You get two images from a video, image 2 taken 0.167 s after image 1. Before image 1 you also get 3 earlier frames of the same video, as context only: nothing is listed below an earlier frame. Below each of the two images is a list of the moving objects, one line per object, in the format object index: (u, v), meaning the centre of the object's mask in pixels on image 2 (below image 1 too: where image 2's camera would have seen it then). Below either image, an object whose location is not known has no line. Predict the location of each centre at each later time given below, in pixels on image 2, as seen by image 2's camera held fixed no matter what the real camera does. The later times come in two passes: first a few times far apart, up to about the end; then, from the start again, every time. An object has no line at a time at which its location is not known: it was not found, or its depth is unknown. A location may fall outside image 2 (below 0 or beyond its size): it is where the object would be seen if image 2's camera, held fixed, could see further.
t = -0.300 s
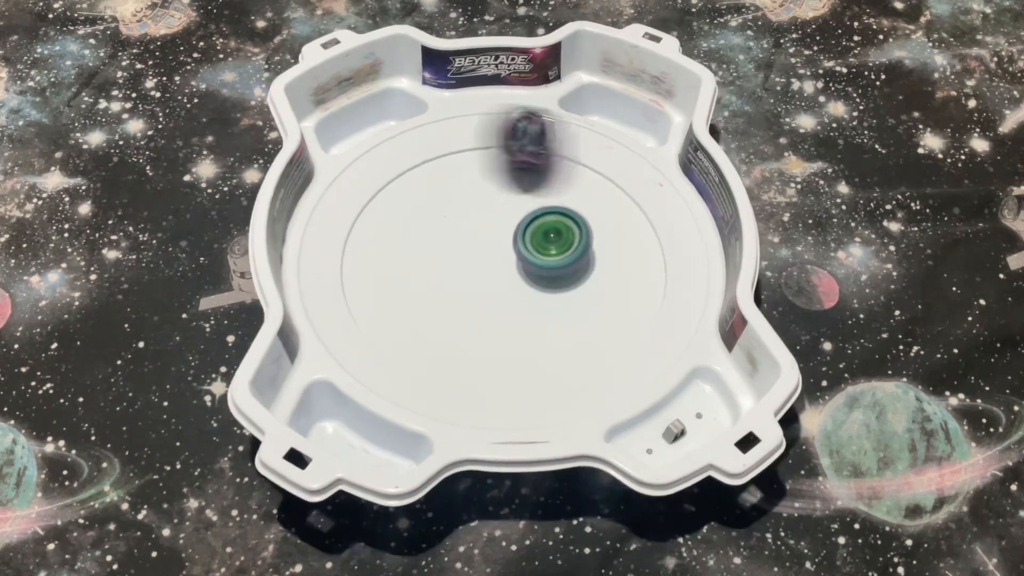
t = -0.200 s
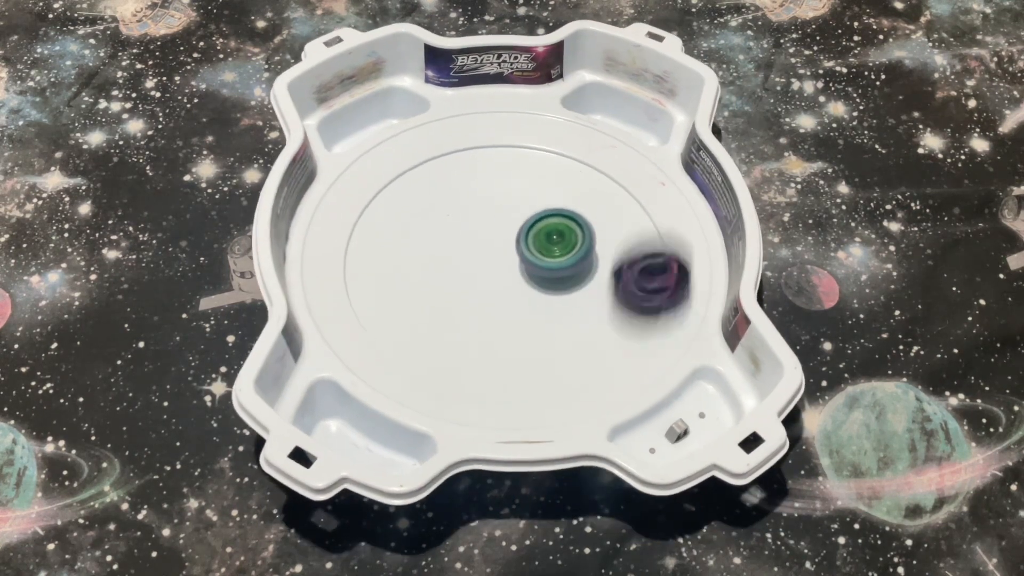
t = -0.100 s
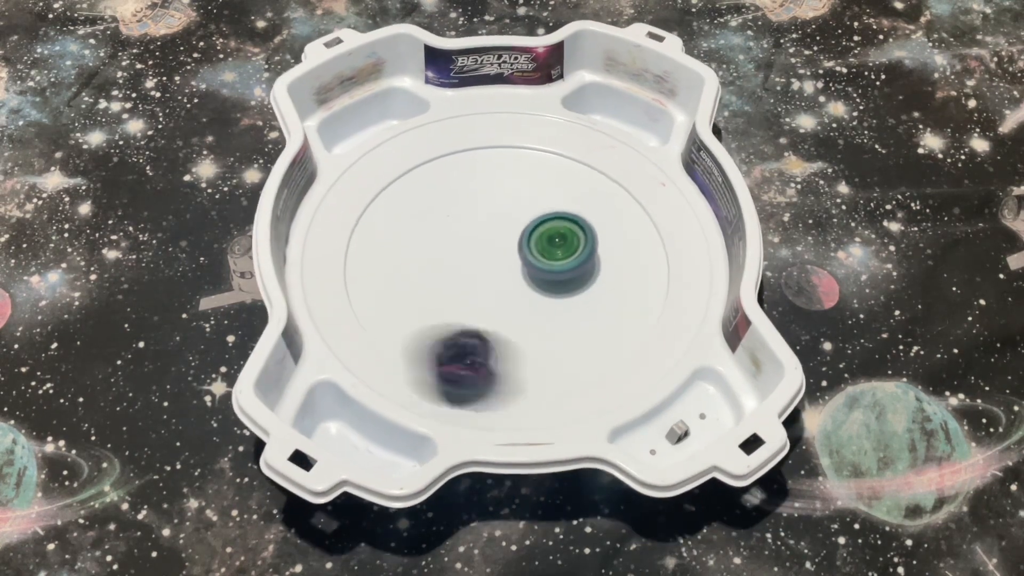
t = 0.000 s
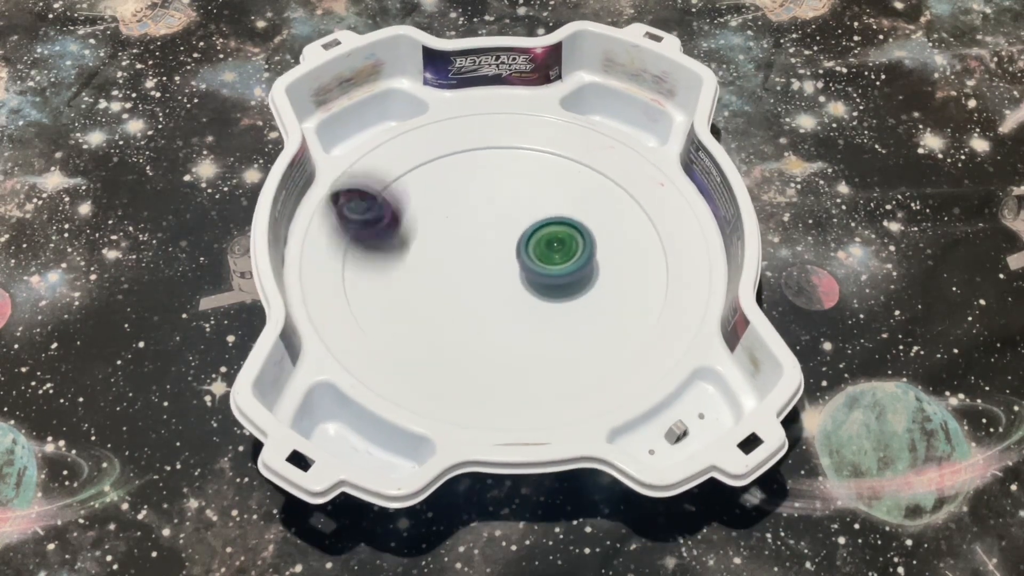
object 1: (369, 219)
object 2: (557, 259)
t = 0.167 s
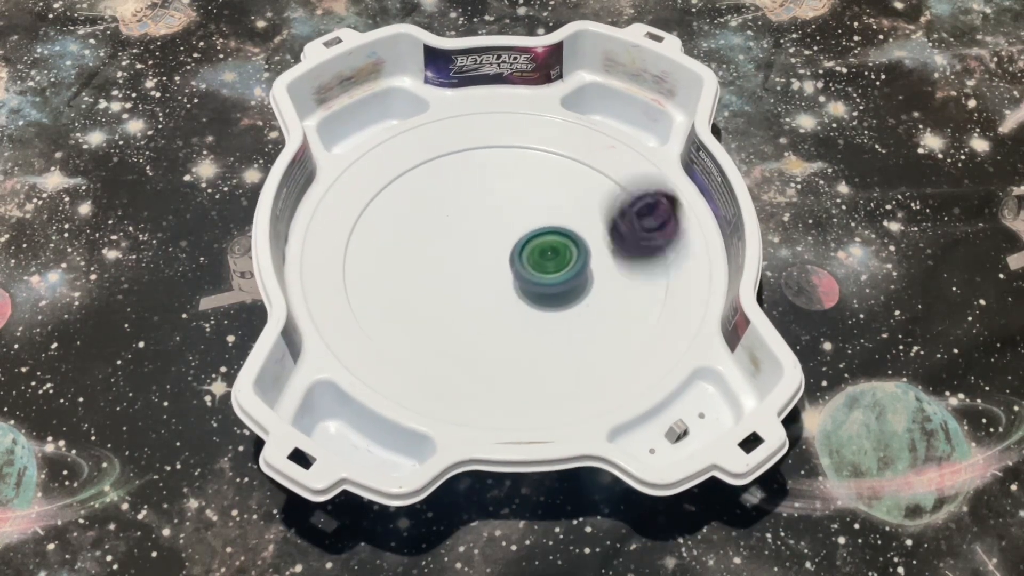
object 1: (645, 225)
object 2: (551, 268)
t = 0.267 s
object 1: (570, 363)
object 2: (546, 274)
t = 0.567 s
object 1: (577, 163)
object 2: (532, 287)
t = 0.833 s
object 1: (418, 353)
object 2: (521, 289)
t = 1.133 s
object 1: (613, 189)
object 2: (501, 278)
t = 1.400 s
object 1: (456, 368)
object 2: (486, 265)
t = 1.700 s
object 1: (507, 147)
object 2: (485, 253)
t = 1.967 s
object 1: (643, 281)
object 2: (499, 240)
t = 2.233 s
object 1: (424, 306)
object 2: (512, 233)
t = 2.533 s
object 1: (509, 148)
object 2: (529, 235)
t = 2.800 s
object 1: (651, 243)
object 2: (541, 245)
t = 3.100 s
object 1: (486, 351)
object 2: (548, 259)
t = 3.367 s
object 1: (414, 191)
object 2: (543, 271)
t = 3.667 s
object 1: (618, 188)
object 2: (527, 280)
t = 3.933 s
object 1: (613, 324)
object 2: (515, 280)
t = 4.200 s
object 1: (418, 293)
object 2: (500, 269)
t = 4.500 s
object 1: (520, 147)
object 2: (492, 254)
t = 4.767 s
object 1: (637, 231)
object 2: (496, 245)
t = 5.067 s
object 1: (489, 333)
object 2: (511, 239)
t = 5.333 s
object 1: (417, 205)
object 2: (529, 241)
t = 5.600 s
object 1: (558, 167)
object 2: (540, 247)
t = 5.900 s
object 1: (614, 298)
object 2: (540, 259)
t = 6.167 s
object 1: (438, 311)
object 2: (534, 271)
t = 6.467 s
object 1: (474, 175)
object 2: (520, 278)
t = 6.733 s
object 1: (620, 209)
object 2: (509, 272)
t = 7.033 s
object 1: (554, 334)
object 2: (501, 256)
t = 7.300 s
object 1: (415, 257)
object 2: (500, 243)
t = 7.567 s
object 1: (506, 161)
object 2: (506, 241)
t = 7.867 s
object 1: (625, 246)
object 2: (527, 247)
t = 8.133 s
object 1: (507, 335)
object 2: (542, 252)
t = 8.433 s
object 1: (419, 223)
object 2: (541, 260)
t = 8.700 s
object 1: (558, 182)
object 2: (527, 268)
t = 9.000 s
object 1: (610, 301)
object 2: (509, 272)
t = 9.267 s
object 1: (452, 311)
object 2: (507, 263)
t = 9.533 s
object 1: (443, 194)
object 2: (504, 251)
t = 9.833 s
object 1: (596, 206)
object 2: (509, 242)
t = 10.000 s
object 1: (611, 283)
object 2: (515, 243)
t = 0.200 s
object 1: (652, 281)
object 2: (550, 270)
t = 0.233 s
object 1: (624, 330)
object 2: (548, 272)
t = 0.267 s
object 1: (570, 363)
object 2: (546, 274)
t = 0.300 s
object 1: (502, 372)
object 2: (545, 276)
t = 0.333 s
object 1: (435, 358)
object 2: (542, 279)
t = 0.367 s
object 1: (382, 321)
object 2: (541, 281)
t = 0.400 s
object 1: (359, 272)
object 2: (539, 282)
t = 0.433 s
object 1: (366, 222)
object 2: (537, 284)
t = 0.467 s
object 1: (400, 177)
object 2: (536, 285)
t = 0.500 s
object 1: (453, 151)
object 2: (534, 286)
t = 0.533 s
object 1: (517, 146)
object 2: (533, 286)
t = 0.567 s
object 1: (577, 163)
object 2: (532, 287)
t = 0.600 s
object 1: (625, 195)
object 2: (531, 288)
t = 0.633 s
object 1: (650, 242)
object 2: (530, 289)
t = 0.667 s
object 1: (648, 289)
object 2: (529, 290)
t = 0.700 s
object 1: (624, 330)
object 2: (527, 290)
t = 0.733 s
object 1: (581, 359)
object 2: (526, 290)
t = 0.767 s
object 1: (526, 374)
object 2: (524, 290)
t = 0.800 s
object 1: (469, 369)
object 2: (523, 290)
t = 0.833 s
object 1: (418, 353)
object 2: (521, 289)
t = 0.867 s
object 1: (378, 321)
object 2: (519, 288)
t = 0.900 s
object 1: (357, 283)
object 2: (517, 288)
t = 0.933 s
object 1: (355, 241)
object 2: (515, 287)
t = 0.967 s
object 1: (374, 199)
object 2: (513, 285)
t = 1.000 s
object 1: (412, 167)
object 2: (511, 284)
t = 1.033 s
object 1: (462, 149)
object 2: (508, 282)
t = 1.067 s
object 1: (518, 149)
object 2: (506, 280)
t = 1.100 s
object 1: (572, 162)
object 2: (503, 279)
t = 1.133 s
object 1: (613, 189)
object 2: (501, 278)
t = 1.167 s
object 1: (641, 223)
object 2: (498, 276)
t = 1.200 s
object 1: (652, 262)
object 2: (496, 274)
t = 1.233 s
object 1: (646, 299)
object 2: (494, 273)
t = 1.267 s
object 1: (622, 330)
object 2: (492, 271)
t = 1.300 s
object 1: (587, 356)
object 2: (490, 269)
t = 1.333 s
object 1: (546, 371)
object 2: (488, 268)
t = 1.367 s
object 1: (501, 375)
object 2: (487, 266)
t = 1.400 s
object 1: (456, 368)
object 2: (486, 265)
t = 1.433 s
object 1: (418, 353)
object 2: (485, 263)
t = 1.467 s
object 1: (387, 328)
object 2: (484, 262)
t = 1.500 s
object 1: (364, 297)
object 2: (483, 261)
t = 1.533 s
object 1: (358, 261)
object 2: (483, 259)
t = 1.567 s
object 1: (365, 224)
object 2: (483, 258)
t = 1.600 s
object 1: (387, 191)
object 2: (483, 257)
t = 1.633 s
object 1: (418, 165)
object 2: (484, 256)
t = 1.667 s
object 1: (462, 152)
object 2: (484, 255)
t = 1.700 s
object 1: (507, 147)
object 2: (485, 253)
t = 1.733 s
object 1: (549, 154)
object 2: (486, 252)
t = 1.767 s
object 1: (586, 166)
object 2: (487, 250)
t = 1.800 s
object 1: (613, 186)
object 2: (489, 248)
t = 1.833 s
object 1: (634, 207)
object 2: (491, 246)
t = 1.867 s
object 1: (648, 225)
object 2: (493, 244)
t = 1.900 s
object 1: (652, 246)
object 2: (495, 243)
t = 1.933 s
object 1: (650, 264)
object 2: (497, 241)
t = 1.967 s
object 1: (643, 281)
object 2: (499, 240)
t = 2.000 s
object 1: (629, 298)
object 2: (500, 238)
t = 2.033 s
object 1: (611, 313)
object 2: (502, 237)
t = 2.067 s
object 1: (586, 326)
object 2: (503, 236)
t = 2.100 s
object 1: (556, 334)
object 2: (505, 235)
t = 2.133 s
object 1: (522, 338)
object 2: (506, 234)
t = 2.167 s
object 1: (488, 334)
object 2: (508, 234)
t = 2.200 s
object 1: (454, 324)
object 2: (510, 233)
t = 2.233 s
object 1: (424, 306)
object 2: (512, 233)
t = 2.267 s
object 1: (402, 285)
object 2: (514, 232)
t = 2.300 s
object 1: (387, 259)
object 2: (515, 232)
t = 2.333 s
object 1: (380, 232)
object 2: (517, 232)
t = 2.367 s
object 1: (380, 205)
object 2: (519, 232)
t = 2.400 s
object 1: (393, 181)
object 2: (521, 232)
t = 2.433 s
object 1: (418, 167)
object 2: (523, 233)
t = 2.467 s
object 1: (450, 156)
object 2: (525, 234)
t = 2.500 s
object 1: (480, 149)
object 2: (527, 235)
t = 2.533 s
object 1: (509, 148)
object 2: (529, 235)
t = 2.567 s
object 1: (535, 150)
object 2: (531, 237)
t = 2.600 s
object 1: (559, 155)
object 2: (533, 238)
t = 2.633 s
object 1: (582, 163)
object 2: (534, 239)
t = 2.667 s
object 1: (602, 175)
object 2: (536, 239)
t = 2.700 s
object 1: (620, 188)
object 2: (538, 240)
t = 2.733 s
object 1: (636, 205)
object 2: (539, 242)
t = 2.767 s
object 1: (646, 224)
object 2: (540, 243)
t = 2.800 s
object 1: (651, 243)
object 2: (541, 245)
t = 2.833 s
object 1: (652, 265)
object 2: (542, 246)
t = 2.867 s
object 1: (647, 285)
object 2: (543, 248)
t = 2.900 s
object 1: (636, 304)
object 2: (544, 249)
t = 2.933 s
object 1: (619, 323)
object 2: (545, 251)
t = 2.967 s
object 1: (598, 336)
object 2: (546, 253)
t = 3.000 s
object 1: (573, 346)
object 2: (546, 254)
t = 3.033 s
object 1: (544, 353)
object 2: (547, 256)
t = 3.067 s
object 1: (516, 355)
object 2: (547, 258)
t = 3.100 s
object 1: (486, 351)
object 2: (548, 259)
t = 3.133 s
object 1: (457, 342)
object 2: (548, 261)
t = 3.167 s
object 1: (431, 327)
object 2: (548, 262)
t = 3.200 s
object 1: (412, 307)
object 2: (547, 264)
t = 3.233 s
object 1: (398, 284)
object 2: (547, 265)
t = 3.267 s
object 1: (392, 260)
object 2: (546, 266)
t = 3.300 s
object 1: (393, 235)
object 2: (545, 268)
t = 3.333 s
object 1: (401, 211)
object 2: (544, 269)
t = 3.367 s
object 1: (414, 191)
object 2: (543, 271)
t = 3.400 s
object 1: (432, 172)
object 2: (541, 272)
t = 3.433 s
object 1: (454, 158)
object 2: (539, 273)
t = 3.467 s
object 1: (479, 147)
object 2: (537, 274)
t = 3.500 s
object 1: (505, 147)
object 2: (535, 275)
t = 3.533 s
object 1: (533, 150)
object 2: (534, 277)
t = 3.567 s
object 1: (558, 154)
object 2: (532, 278)
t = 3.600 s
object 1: (581, 163)
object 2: (530, 279)
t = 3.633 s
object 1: (601, 174)
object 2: (529, 279)
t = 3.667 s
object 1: (618, 188)
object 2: (527, 280)
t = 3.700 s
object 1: (634, 204)
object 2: (526, 281)
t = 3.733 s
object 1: (644, 221)
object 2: (524, 281)
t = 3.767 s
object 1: (650, 238)
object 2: (523, 281)
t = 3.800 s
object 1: (652, 256)
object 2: (521, 281)
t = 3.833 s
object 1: (650, 276)
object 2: (520, 281)
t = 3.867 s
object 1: (641, 293)
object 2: (518, 281)
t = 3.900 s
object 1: (629, 309)
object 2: (516, 281)
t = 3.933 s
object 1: (613, 324)
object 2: (515, 280)
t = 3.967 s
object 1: (592, 335)
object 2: (513, 279)
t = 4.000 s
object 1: (568, 343)
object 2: (510, 277)
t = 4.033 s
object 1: (543, 348)
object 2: (508, 275)
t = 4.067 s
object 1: (513, 348)
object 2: (507, 273)
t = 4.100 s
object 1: (483, 341)
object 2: (506, 271)
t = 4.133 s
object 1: (458, 330)
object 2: (505, 271)
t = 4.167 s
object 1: (435, 314)
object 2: (502, 271)
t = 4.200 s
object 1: (418, 293)
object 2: (500, 269)
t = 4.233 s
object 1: (410, 270)
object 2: (499, 268)
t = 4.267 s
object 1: (407, 248)
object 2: (498, 266)
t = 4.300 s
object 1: (411, 224)
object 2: (496, 264)
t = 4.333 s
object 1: (422, 204)
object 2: (495, 262)
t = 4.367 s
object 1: (438, 186)
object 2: (494, 261)
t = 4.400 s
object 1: (456, 171)
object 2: (493, 259)
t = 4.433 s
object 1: (476, 160)
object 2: (492, 257)
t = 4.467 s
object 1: (498, 152)
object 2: (492, 256)
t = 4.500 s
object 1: (520, 147)
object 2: (492, 254)
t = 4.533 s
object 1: (542, 149)
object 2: (492, 253)
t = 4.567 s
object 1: (563, 158)
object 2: (492, 252)
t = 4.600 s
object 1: (582, 166)
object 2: (492, 251)
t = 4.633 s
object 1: (597, 175)
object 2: (493, 249)
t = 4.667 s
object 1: (611, 187)
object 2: (493, 248)
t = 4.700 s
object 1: (623, 201)
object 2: (494, 247)
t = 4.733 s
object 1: (631, 216)
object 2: (495, 246)
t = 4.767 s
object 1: (637, 231)
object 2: (496, 245)
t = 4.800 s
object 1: (636, 249)
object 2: (497, 244)
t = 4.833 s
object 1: (633, 266)
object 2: (499, 243)
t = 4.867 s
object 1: (625, 284)
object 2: (500, 243)
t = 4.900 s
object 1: (612, 300)
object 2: (502, 242)
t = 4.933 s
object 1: (594, 314)
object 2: (504, 241)
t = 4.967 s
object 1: (571, 326)
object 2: (506, 240)
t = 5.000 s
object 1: (545, 333)
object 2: (508, 240)
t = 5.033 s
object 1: (518, 335)
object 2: (510, 240)
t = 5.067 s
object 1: (489, 333)
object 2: (511, 239)
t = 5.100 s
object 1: (464, 324)
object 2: (513, 239)
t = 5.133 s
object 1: (441, 312)
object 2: (516, 239)
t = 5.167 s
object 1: (423, 296)
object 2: (518, 239)
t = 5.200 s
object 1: (411, 278)
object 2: (520, 239)
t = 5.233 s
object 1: (404, 259)
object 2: (523, 239)
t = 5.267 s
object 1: (404, 240)
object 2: (525, 240)
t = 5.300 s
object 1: (408, 221)
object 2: (527, 240)
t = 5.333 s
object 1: (417, 205)
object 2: (529, 241)
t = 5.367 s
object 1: (430, 191)
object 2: (531, 241)
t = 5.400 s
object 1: (444, 180)
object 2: (533, 241)
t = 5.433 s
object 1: (461, 171)
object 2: (535, 242)
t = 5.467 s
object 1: (480, 164)
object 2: (536, 243)
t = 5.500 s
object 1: (499, 161)
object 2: (537, 244)
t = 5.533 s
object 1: (518, 160)
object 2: (538, 245)
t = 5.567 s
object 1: (538, 163)
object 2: (539, 246)
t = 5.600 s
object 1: (558, 167)
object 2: (540, 247)
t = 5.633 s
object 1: (576, 175)
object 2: (540, 248)
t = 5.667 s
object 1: (592, 186)
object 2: (541, 249)
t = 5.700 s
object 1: (606, 198)
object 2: (541, 251)
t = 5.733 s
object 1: (617, 212)
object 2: (542, 252)
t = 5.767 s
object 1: (625, 227)
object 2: (542, 253)
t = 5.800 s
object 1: (629, 245)
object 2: (542, 255)
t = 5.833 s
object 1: (629, 262)
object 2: (542, 257)
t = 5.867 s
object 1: (624, 280)
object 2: (542, 258)
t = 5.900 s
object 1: (614, 298)
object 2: (540, 259)
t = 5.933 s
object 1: (598, 314)
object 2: (539, 259)
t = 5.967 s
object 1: (578, 326)
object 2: (540, 261)
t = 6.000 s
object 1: (555, 337)
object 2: (540, 263)
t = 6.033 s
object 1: (529, 339)
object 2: (539, 263)
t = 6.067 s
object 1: (504, 339)
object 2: (538, 266)
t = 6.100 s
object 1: (479, 333)
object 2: (537, 268)
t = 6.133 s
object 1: (458, 324)
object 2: (535, 269)
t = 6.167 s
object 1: (438, 311)
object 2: (534, 271)
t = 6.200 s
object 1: (424, 296)
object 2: (532, 272)
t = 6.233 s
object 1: (414, 279)
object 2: (530, 274)
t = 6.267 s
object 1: (410, 260)
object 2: (528, 275)
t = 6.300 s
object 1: (410, 242)
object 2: (527, 276)
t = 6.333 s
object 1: (415, 225)
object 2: (526, 277)
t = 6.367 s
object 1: (424, 209)
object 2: (524, 277)
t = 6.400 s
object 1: (439, 195)
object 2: (523, 278)
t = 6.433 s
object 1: (455, 183)
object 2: (522, 278)
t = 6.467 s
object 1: (474, 175)
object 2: (520, 278)
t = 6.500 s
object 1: (492, 169)
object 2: (519, 278)
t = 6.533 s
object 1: (513, 167)
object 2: (518, 278)
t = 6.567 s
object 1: (534, 166)
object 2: (517, 277)
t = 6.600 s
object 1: (555, 170)
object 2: (516, 277)
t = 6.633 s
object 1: (574, 175)
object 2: (514, 276)
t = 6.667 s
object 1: (592, 184)
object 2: (512, 275)
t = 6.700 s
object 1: (607, 195)
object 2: (511, 273)
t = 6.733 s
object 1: (620, 209)
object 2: (509, 272)
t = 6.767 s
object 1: (628, 223)
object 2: (508, 271)
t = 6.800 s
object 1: (634, 239)
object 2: (507, 269)
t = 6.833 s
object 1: (636, 255)
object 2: (507, 268)
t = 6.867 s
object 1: (633, 273)
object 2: (506, 266)
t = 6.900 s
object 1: (627, 288)
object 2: (504, 264)
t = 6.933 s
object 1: (615, 304)
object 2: (503, 262)
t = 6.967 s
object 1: (599, 317)
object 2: (502, 260)
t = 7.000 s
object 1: (576, 328)
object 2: (501, 258)
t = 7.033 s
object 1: (554, 334)
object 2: (501, 256)
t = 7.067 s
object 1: (529, 336)
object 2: (500, 254)
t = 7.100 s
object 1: (504, 334)
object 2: (500, 251)
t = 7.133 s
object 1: (482, 328)
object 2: (500, 249)
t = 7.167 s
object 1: (460, 318)
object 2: (500, 247)
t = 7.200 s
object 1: (443, 305)
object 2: (500, 246)
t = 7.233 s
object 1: (429, 291)
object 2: (499, 245)
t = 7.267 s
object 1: (421, 274)
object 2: (499, 244)
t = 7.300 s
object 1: (415, 257)
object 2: (500, 243)
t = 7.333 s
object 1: (415, 239)
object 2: (500, 242)
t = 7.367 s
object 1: (418, 221)
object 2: (501, 242)
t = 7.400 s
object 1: (426, 205)
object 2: (502, 242)
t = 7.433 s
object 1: (437, 191)
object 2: (502, 242)
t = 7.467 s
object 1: (452, 178)
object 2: (503, 242)
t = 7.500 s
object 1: (469, 169)
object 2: (504, 241)
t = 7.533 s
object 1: (488, 164)
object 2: (505, 241)
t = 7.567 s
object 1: (506, 161)
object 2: (506, 241)
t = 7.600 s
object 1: (526, 162)
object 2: (508, 242)
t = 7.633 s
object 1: (545, 165)
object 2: (510, 242)
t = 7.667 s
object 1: (563, 171)
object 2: (512, 242)
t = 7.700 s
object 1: (579, 178)
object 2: (514, 243)
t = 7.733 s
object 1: (594, 188)
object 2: (517, 244)
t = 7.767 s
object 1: (607, 200)
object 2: (520, 244)
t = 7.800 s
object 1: (616, 214)
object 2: (522, 245)
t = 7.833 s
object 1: (623, 230)
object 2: (525, 246)
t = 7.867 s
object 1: (625, 246)
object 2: (527, 247)
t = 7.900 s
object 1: (623, 264)
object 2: (530, 247)
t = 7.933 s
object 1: (617, 280)
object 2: (532, 248)
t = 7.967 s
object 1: (606, 296)
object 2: (534, 248)
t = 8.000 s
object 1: (593, 310)
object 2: (535, 248)
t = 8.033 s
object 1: (574, 321)
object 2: (537, 248)
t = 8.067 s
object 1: (553, 330)
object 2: (539, 250)
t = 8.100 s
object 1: (531, 334)
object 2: (541, 251)
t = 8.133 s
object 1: (507, 335)
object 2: (542, 252)
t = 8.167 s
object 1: (485, 331)
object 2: (543, 253)
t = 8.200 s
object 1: (463, 325)
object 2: (544, 254)
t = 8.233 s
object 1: (445, 314)
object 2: (544, 255)
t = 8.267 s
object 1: (429, 302)
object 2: (544, 255)
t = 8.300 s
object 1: (418, 288)
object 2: (544, 256)
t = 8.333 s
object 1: (411, 271)
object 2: (543, 257)
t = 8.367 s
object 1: (410, 254)
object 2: (543, 258)
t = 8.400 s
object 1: (413, 238)
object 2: (542, 259)
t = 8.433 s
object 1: (419, 223)
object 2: (541, 260)
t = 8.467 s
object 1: (431, 209)
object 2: (540, 261)
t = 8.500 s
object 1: (444, 198)
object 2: (538, 262)
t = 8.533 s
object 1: (460, 189)
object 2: (537, 263)
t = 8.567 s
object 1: (478, 181)
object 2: (535, 264)
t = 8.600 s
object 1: (497, 177)
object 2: (533, 265)
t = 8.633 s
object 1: (518, 176)
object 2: (531, 266)
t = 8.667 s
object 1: (537, 177)
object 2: (529, 267)
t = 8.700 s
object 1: (558, 182)
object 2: (527, 268)
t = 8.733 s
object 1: (575, 188)
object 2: (525, 268)
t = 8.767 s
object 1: (592, 197)
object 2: (523, 269)
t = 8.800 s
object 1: (605, 208)
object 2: (520, 270)
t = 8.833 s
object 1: (616, 222)
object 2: (518, 271)
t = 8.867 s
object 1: (624, 237)
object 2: (516, 271)
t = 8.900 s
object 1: (627, 253)
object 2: (514, 272)
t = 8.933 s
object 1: (627, 269)
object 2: (512, 272)
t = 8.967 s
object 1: (620, 285)
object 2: (511, 272)
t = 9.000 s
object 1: (610, 301)
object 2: (509, 272)
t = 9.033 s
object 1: (596, 313)
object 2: (508, 271)
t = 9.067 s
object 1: (577, 324)
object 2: (507, 271)
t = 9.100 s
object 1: (557, 330)
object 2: (505, 268)
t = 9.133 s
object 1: (534, 333)
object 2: (504, 265)
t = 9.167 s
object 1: (512, 333)
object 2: (505, 263)
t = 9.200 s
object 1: (489, 330)
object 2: (506, 263)
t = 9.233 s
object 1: (470, 322)
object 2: (507, 263)
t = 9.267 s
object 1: (452, 311)
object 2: (507, 263)
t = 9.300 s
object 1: (437, 298)
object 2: (505, 263)
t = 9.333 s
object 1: (427, 284)
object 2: (504, 262)
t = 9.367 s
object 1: (420, 268)
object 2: (503, 260)
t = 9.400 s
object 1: (417, 252)
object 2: (503, 258)
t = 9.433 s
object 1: (417, 236)
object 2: (503, 256)
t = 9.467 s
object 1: (423, 221)
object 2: (503, 254)
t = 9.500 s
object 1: (432, 206)
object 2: (504, 253)
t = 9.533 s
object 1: (443, 194)
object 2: (504, 251)
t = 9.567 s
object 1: (458, 183)
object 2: (504, 249)
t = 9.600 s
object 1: (475, 175)
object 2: (505, 248)
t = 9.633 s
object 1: (494, 170)
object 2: (505, 246)
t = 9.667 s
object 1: (513, 169)
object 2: (505, 245)
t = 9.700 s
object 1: (532, 171)
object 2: (506, 244)
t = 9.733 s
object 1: (551, 177)
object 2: (506, 243)
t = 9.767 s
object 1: (567, 185)
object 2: (507, 242)
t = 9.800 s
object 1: (584, 195)
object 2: (508, 242)
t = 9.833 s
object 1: (596, 206)
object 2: (509, 242)
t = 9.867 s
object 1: (606, 220)
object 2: (510, 241)
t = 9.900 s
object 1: (613, 235)
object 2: (511, 242)
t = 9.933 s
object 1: (616, 251)
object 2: (512, 242)
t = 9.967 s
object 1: (617, 268)
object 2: (513, 242)
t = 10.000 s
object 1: (611, 283)
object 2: (515, 243)
